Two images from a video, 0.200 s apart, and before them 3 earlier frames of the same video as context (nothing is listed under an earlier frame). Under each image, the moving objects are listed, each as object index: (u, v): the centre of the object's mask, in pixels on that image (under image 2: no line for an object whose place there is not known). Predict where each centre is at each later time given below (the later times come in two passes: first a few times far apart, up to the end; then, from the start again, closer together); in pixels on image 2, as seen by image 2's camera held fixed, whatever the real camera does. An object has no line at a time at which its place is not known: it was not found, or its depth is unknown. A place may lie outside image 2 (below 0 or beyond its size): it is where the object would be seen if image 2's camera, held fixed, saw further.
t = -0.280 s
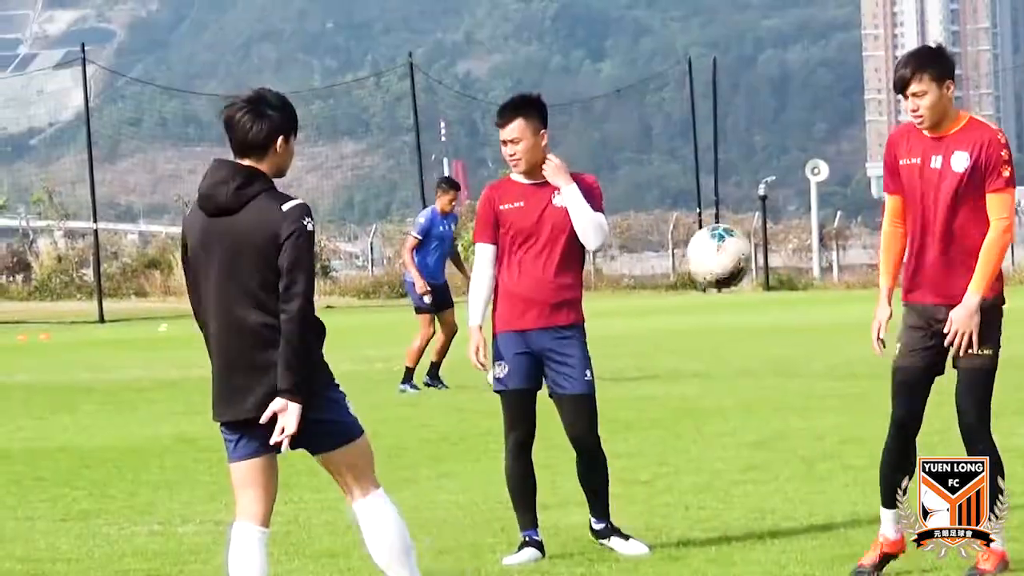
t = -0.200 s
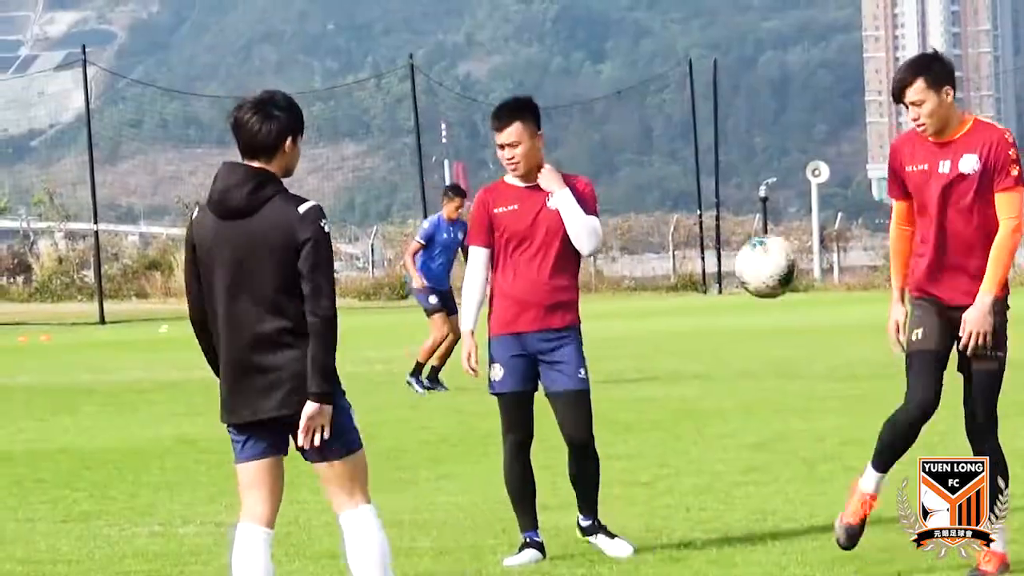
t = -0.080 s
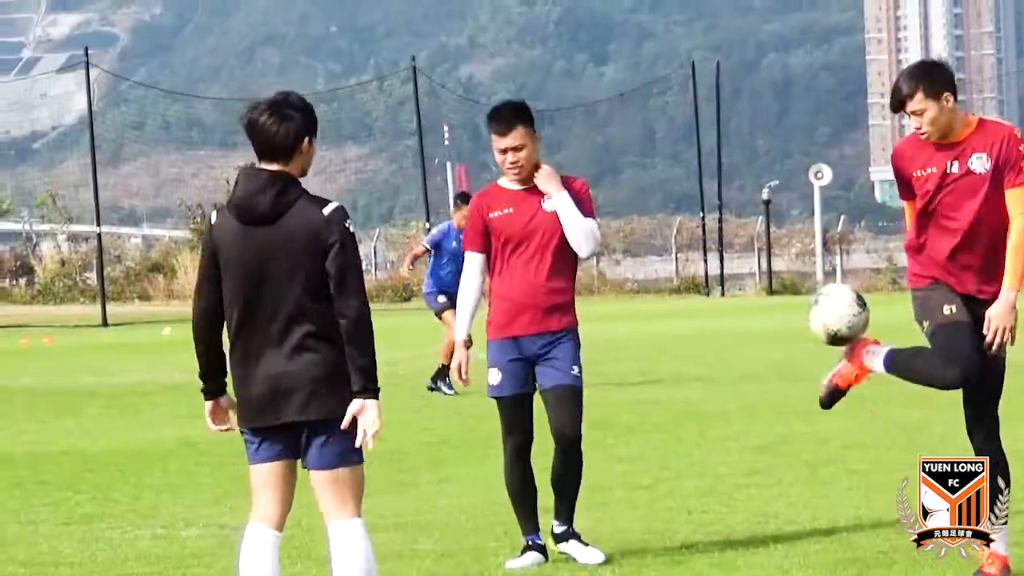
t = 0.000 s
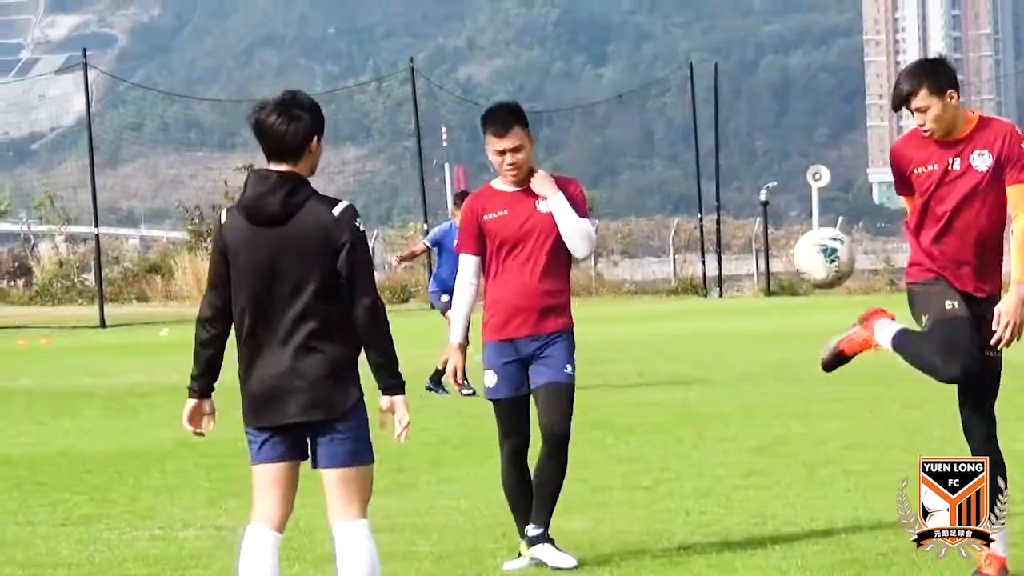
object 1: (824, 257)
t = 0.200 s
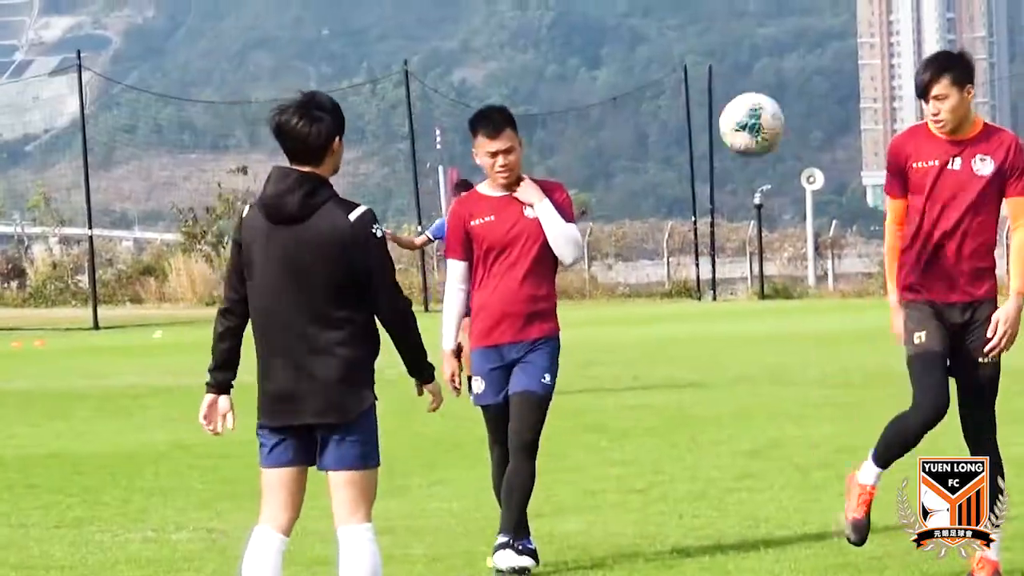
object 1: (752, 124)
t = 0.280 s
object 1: (723, 97)
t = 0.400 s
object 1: (682, 92)
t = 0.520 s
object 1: (638, 129)
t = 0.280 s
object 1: (723, 97)
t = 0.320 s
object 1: (710, 91)
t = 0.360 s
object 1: (696, 89)
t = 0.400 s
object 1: (682, 92)
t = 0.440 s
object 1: (667, 100)
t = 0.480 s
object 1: (655, 111)
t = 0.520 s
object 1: (638, 129)
